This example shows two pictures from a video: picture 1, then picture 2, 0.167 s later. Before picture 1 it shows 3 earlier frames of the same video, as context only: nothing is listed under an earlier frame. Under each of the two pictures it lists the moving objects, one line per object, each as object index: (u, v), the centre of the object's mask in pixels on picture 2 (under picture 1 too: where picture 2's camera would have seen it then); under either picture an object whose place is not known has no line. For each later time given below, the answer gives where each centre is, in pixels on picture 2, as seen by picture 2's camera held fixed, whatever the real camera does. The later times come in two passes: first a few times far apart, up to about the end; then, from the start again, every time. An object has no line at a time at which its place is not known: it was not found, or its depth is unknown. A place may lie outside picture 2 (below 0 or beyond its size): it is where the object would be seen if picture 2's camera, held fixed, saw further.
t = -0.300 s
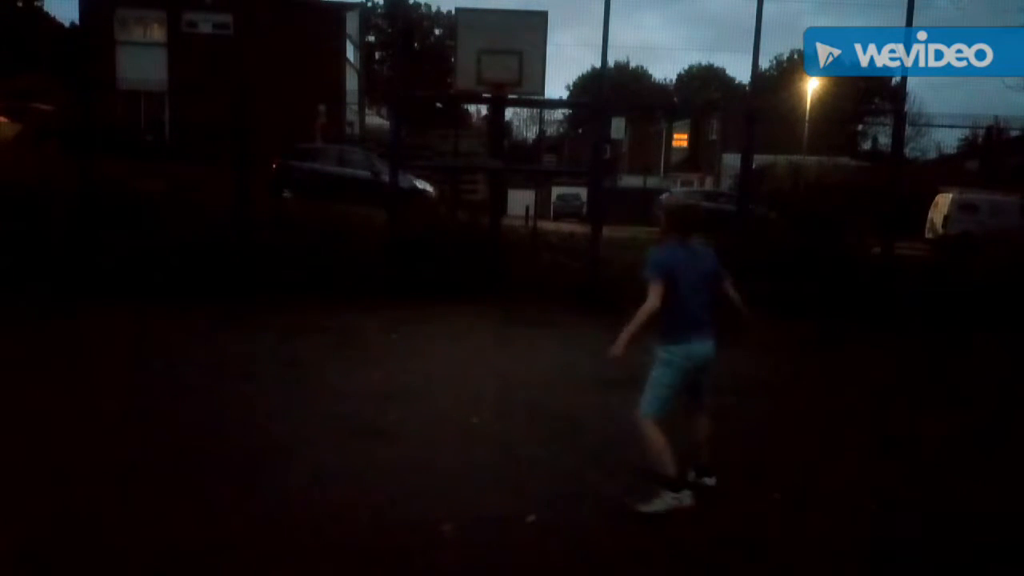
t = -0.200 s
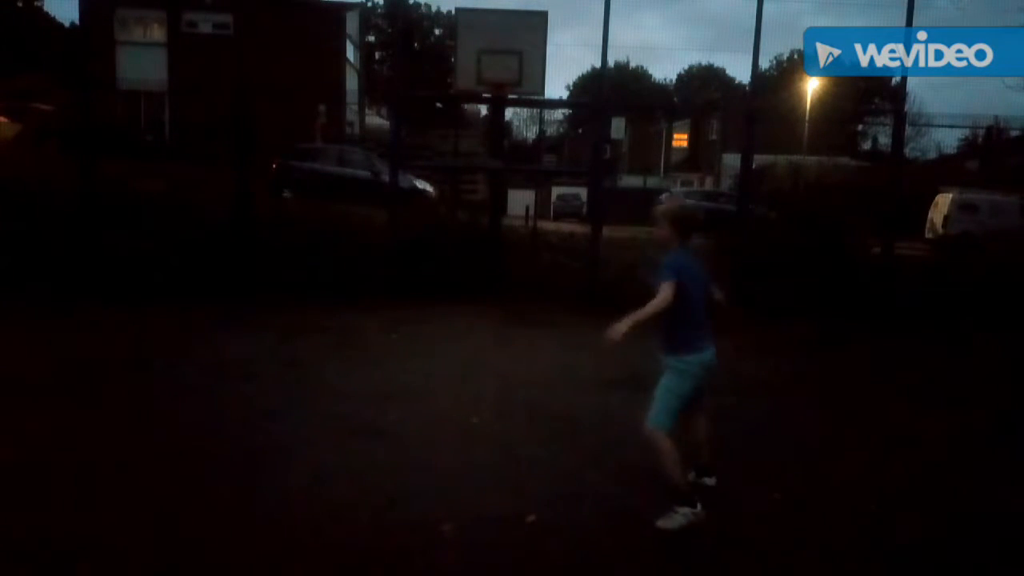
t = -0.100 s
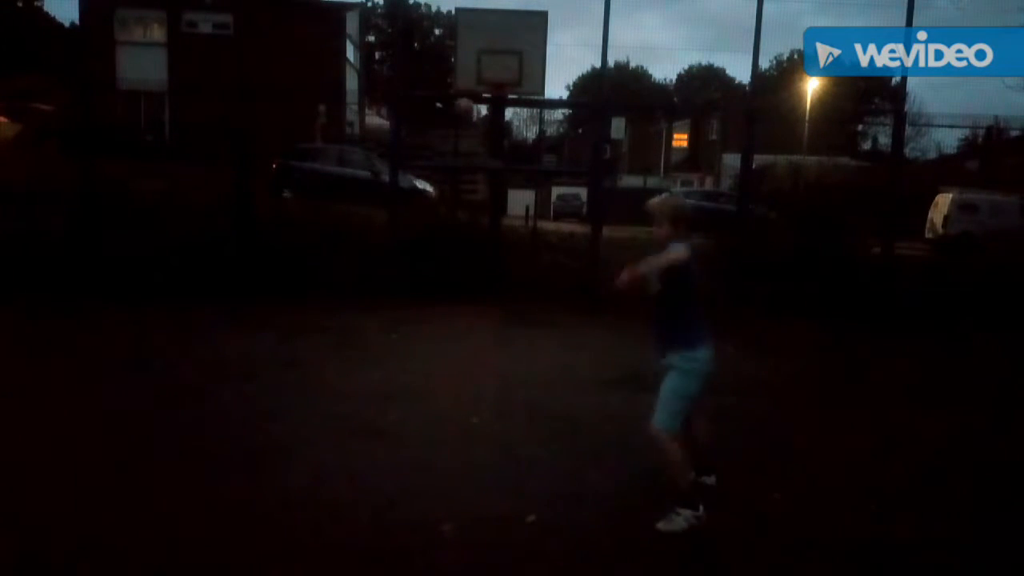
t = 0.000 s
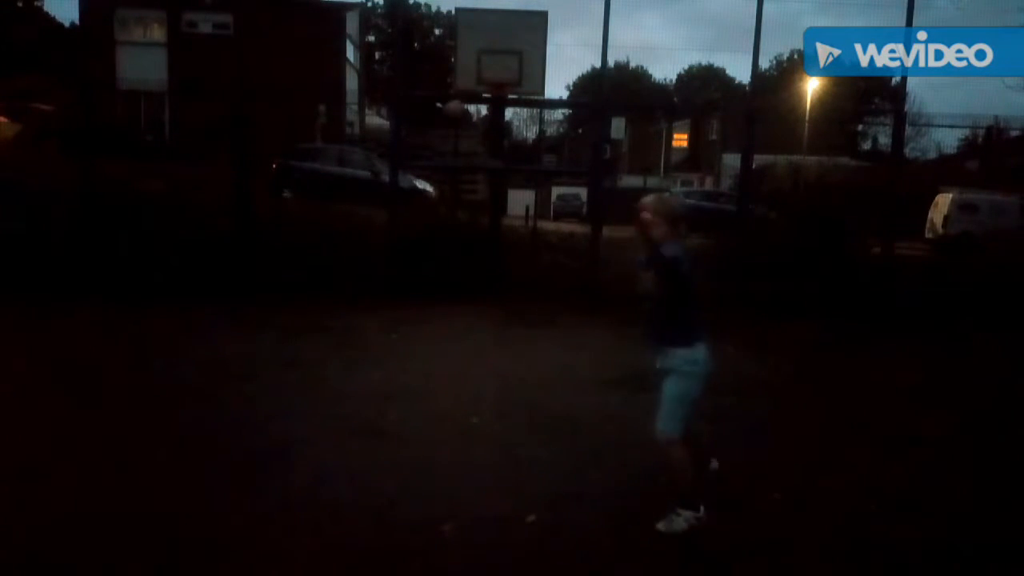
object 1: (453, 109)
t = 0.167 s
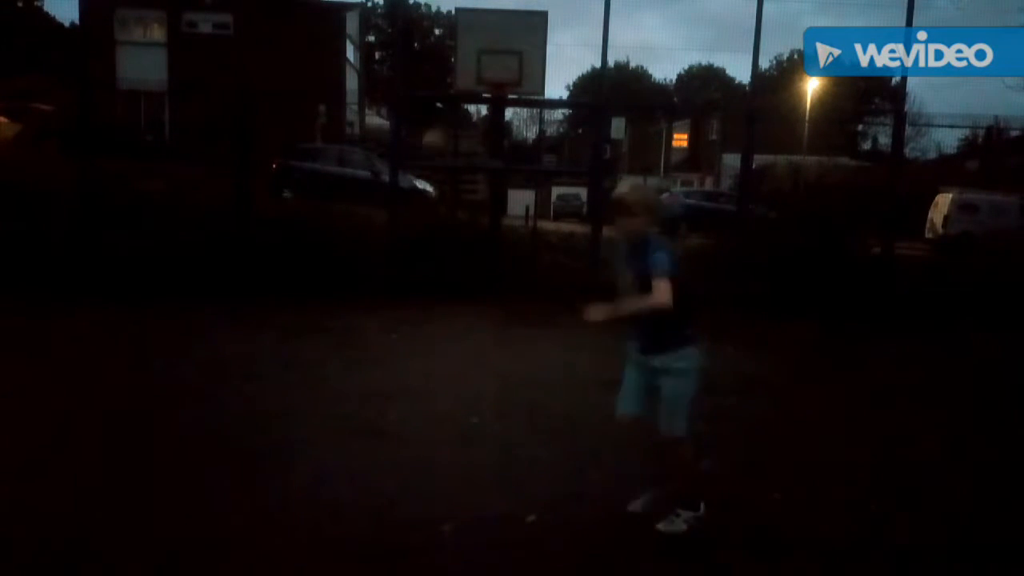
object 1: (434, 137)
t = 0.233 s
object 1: (422, 164)
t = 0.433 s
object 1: (372, 304)
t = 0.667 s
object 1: (310, 348)
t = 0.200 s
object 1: (428, 150)
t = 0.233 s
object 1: (422, 164)
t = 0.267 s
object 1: (414, 178)
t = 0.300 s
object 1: (408, 198)
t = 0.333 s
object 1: (401, 220)
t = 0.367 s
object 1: (392, 244)
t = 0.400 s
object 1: (383, 272)
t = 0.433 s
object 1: (372, 304)
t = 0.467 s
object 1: (362, 335)
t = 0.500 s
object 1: (348, 376)
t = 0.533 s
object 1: (336, 421)
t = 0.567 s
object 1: (330, 403)
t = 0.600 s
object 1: (323, 383)
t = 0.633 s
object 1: (315, 364)
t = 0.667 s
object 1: (310, 348)
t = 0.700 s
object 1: (302, 327)
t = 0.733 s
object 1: (293, 314)
